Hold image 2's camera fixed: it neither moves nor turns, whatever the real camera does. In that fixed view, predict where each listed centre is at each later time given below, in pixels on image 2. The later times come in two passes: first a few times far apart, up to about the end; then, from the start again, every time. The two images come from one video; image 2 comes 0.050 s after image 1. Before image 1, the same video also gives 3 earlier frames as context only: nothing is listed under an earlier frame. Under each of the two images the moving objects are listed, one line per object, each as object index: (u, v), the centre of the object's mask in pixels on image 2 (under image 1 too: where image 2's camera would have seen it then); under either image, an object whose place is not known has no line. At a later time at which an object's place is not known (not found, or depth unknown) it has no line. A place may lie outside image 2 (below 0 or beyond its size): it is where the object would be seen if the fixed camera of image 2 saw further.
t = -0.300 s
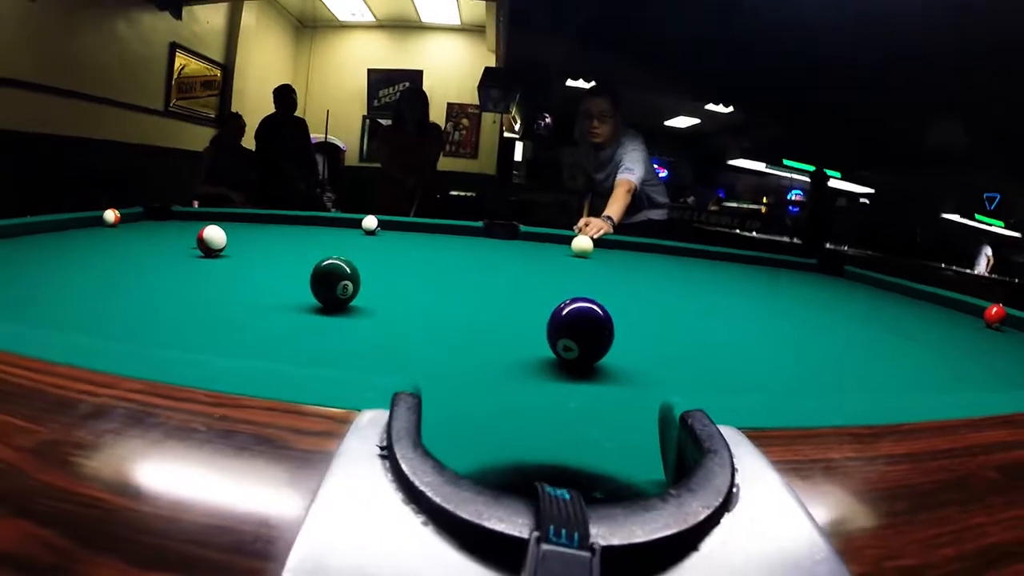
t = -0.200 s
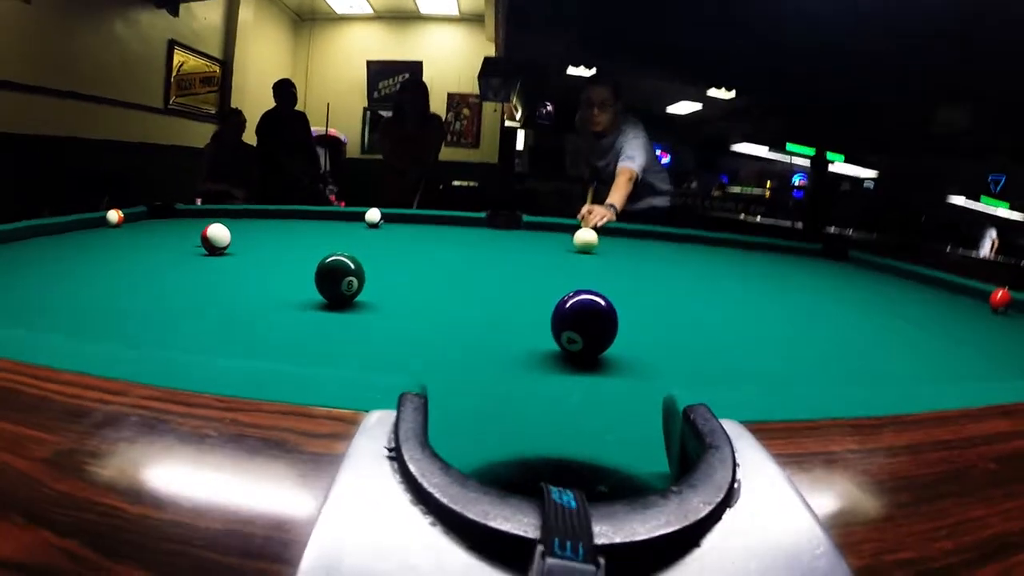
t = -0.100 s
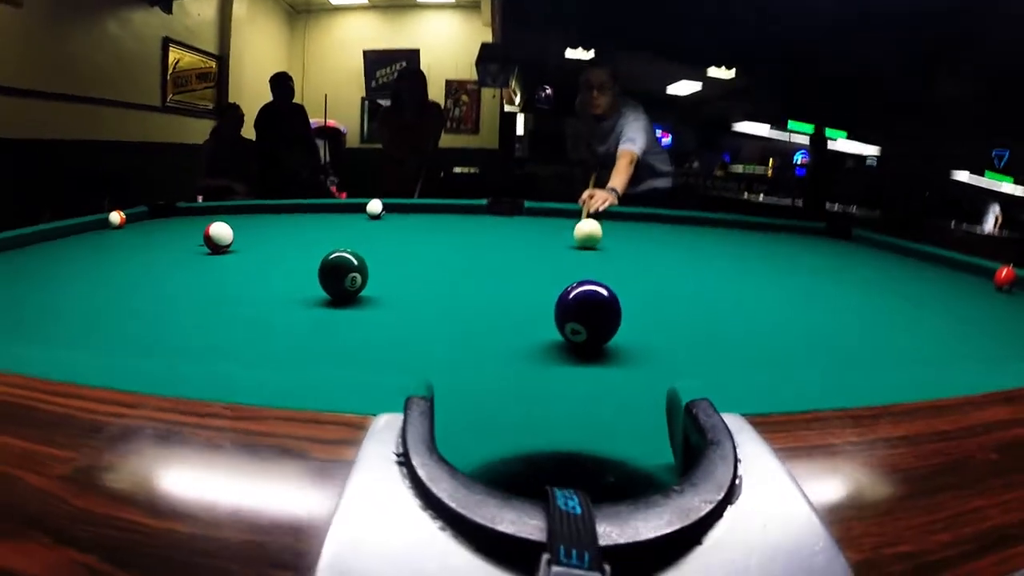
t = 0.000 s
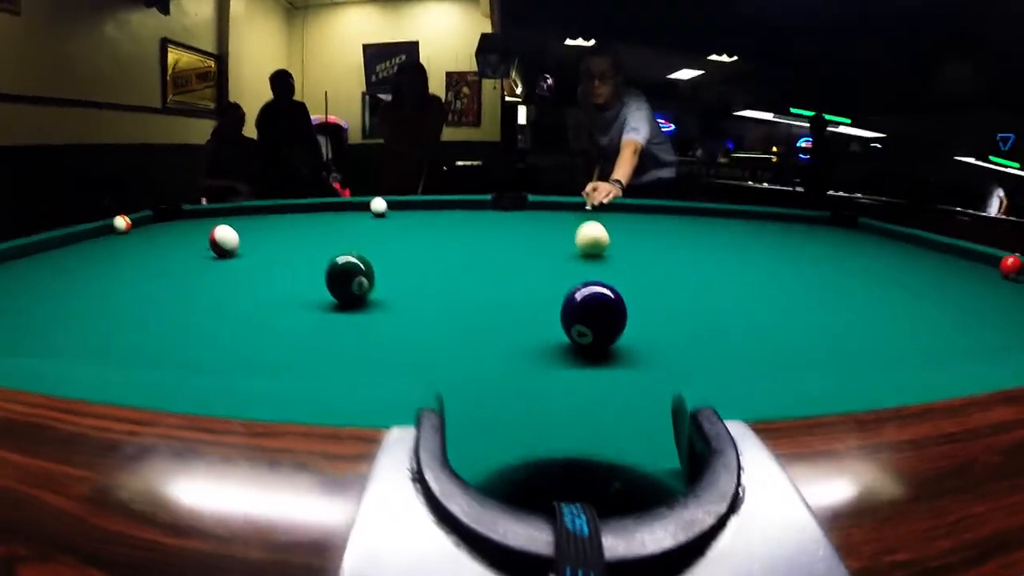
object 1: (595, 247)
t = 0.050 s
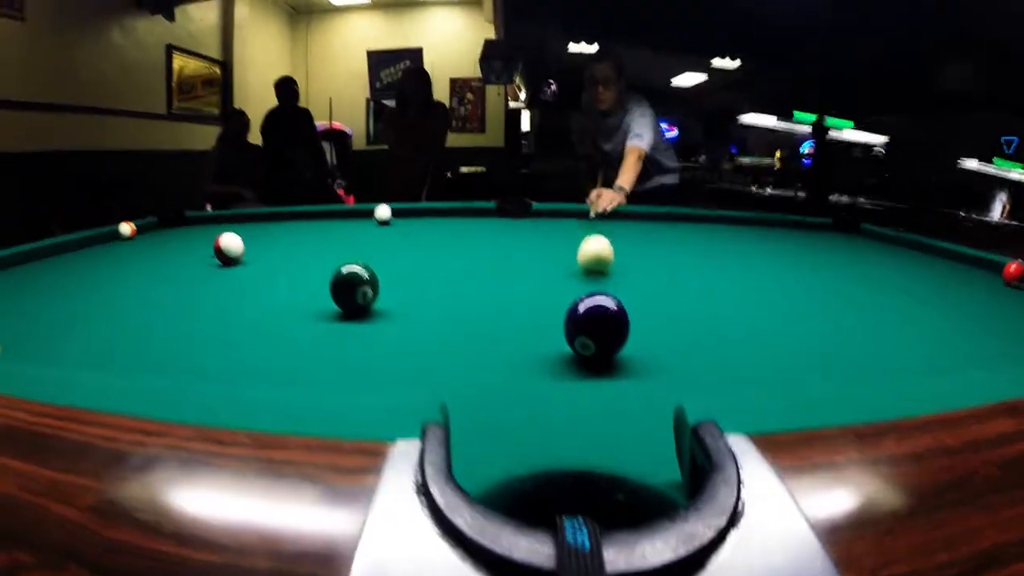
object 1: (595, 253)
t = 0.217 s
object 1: (594, 285)
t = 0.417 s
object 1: (587, 305)
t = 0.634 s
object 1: (580, 299)
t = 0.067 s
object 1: (595, 255)
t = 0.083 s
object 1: (596, 259)
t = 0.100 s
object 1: (595, 262)
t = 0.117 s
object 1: (595, 266)
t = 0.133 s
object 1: (596, 272)
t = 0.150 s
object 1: (595, 274)
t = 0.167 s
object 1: (595, 277)
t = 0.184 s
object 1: (595, 279)
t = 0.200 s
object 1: (595, 282)
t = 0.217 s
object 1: (594, 285)
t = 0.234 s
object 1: (594, 287)
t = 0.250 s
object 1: (593, 290)
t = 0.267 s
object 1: (593, 295)
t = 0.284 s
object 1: (592, 298)
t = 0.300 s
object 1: (592, 303)
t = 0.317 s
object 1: (592, 305)
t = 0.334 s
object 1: (591, 307)
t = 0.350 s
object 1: (590, 307)
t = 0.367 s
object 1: (590, 306)
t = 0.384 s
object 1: (589, 306)
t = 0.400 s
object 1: (588, 305)
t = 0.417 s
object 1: (587, 305)
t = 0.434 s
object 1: (586, 304)
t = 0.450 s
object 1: (586, 304)
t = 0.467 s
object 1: (585, 303)
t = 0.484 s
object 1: (585, 303)
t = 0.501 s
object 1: (584, 302)
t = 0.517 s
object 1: (583, 302)
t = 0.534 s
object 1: (583, 302)
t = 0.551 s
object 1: (582, 301)
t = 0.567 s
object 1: (582, 300)
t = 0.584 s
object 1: (581, 300)
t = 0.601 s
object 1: (580, 300)
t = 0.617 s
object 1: (580, 299)
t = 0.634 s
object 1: (580, 299)
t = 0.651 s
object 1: (579, 298)
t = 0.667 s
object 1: (579, 298)
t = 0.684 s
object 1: (578, 298)
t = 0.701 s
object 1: (578, 297)
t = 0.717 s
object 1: (577, 297)
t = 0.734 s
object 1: (576, 296)
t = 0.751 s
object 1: (576, 296)
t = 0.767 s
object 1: (576, 295)
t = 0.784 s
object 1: (575, 295)
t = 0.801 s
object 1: (575, 295)
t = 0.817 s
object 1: (574, 294)
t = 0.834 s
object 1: (574, 294)
